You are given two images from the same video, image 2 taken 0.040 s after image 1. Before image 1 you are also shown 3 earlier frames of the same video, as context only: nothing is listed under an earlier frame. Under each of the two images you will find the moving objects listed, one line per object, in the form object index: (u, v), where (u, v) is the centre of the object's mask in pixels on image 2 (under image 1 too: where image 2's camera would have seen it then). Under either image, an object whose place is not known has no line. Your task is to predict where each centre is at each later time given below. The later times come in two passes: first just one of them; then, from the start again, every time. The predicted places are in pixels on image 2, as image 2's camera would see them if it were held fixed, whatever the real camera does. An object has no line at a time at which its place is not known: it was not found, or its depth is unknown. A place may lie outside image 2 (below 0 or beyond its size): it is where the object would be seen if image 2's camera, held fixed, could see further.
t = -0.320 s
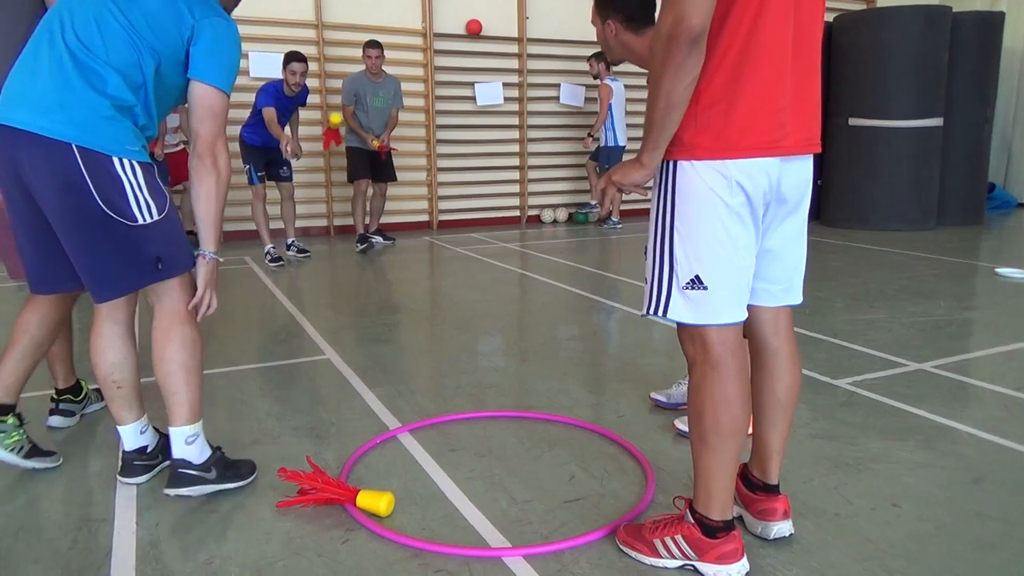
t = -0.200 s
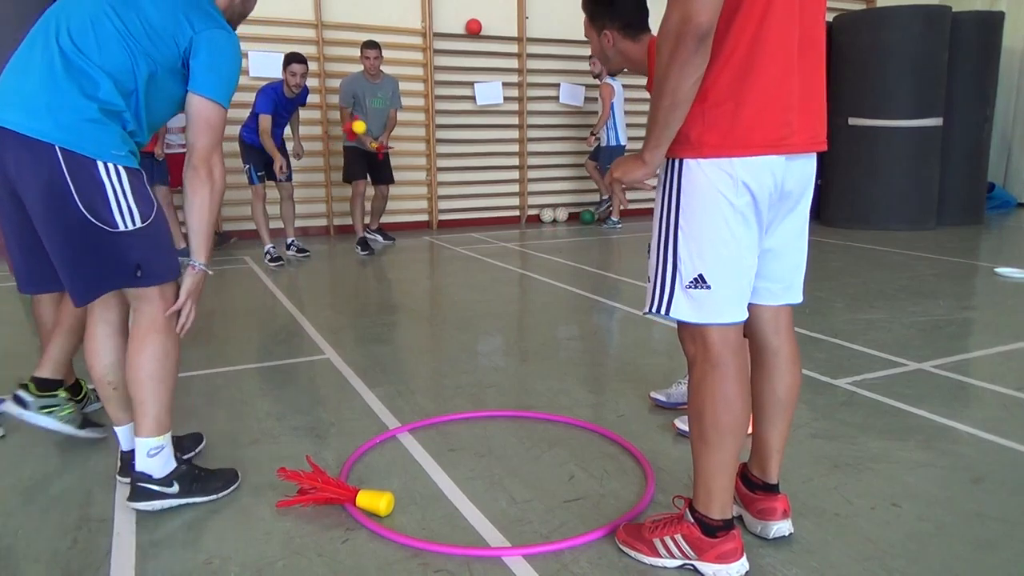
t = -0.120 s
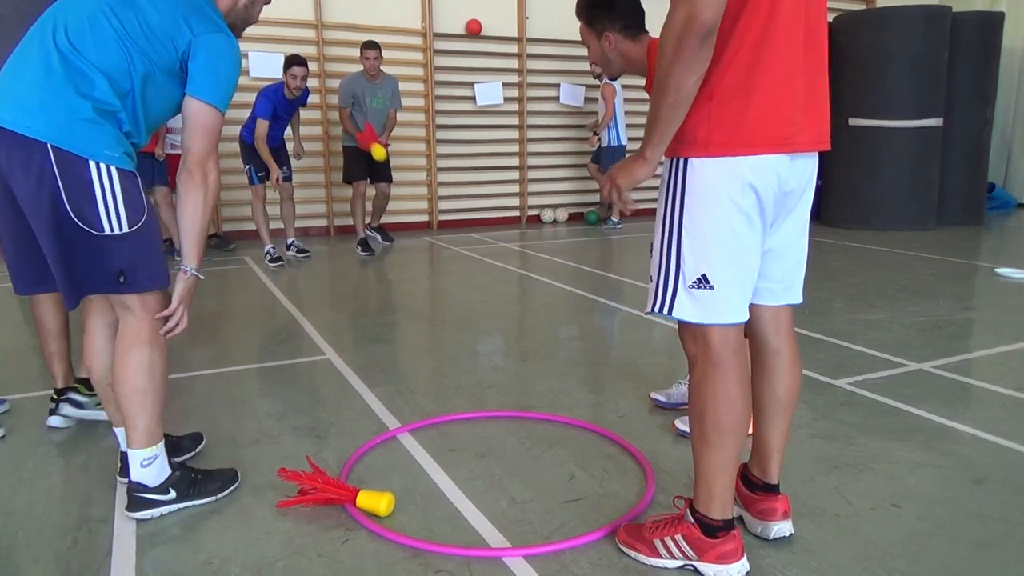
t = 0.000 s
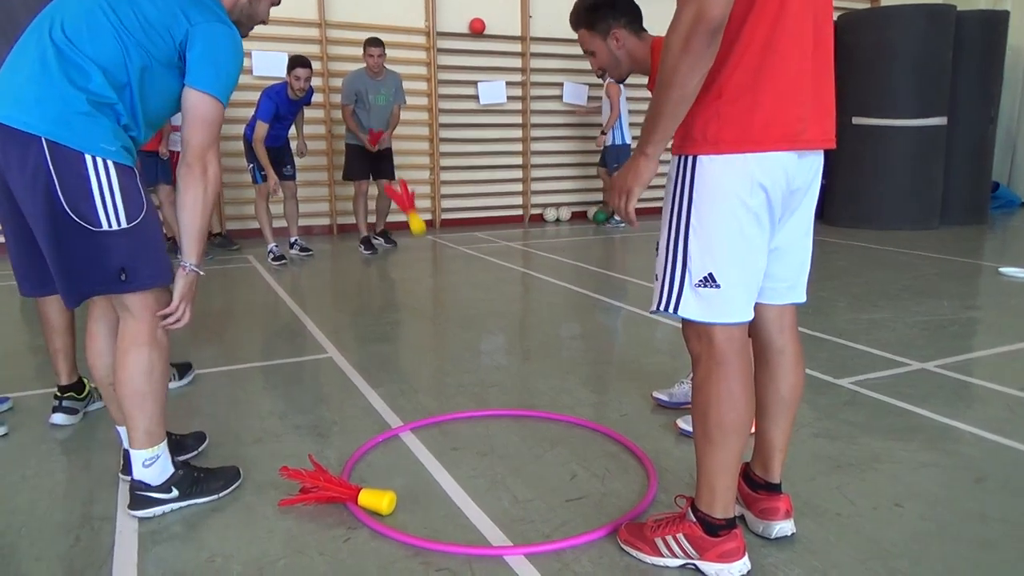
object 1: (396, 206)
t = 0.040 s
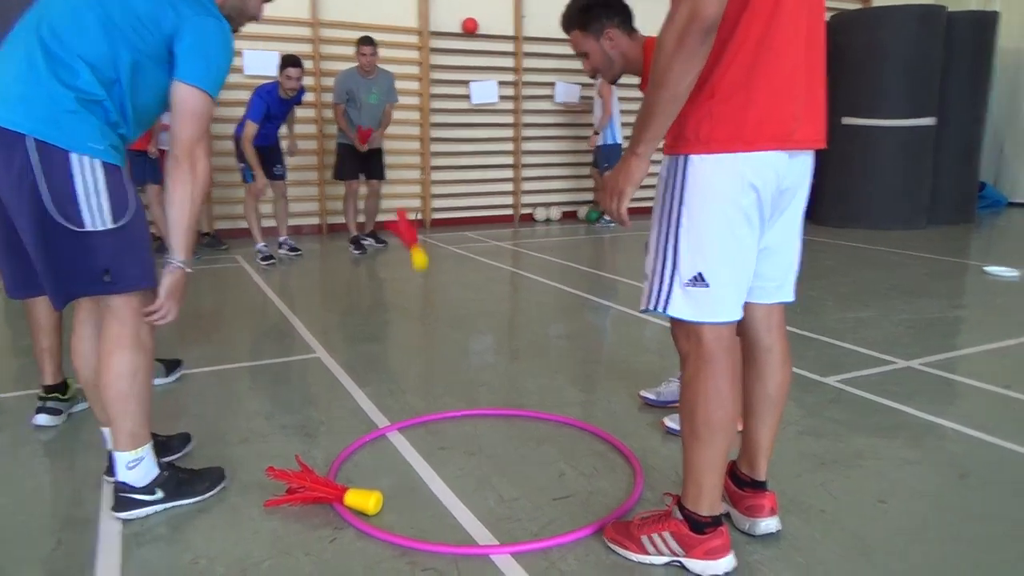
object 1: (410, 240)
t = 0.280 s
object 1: (473, 306)
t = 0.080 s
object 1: (424, 278)
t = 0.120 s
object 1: (438, 323)
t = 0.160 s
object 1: (452, 363)
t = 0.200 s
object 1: (462, 337)
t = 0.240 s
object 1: (466, 319)
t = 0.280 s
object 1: (473, 306)
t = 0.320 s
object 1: (479, 299)
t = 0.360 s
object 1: (485, 297)
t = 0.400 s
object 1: (491, 300)
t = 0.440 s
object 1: (497, 309)
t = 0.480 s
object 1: (502, 318)
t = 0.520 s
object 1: (506, 333)
